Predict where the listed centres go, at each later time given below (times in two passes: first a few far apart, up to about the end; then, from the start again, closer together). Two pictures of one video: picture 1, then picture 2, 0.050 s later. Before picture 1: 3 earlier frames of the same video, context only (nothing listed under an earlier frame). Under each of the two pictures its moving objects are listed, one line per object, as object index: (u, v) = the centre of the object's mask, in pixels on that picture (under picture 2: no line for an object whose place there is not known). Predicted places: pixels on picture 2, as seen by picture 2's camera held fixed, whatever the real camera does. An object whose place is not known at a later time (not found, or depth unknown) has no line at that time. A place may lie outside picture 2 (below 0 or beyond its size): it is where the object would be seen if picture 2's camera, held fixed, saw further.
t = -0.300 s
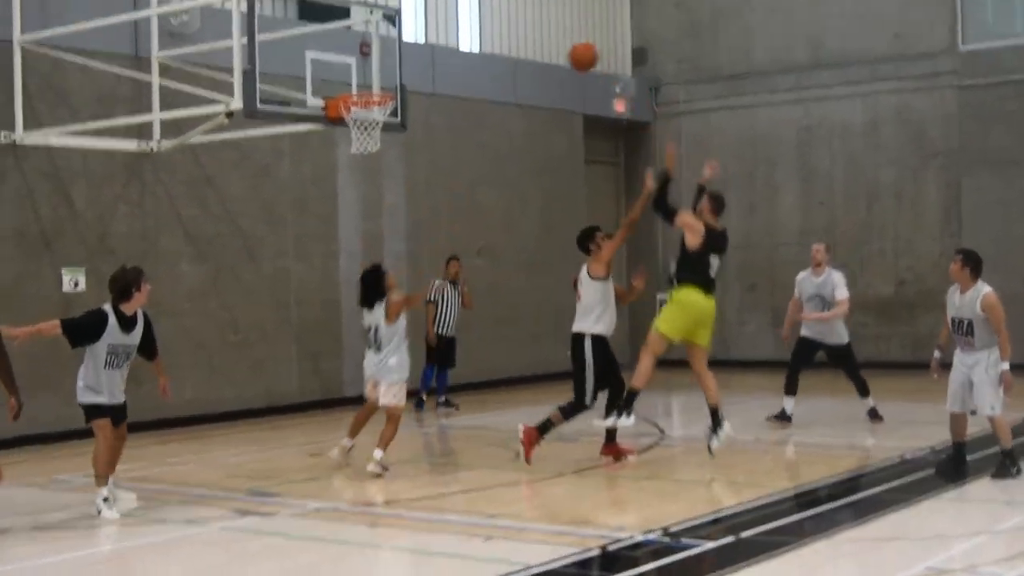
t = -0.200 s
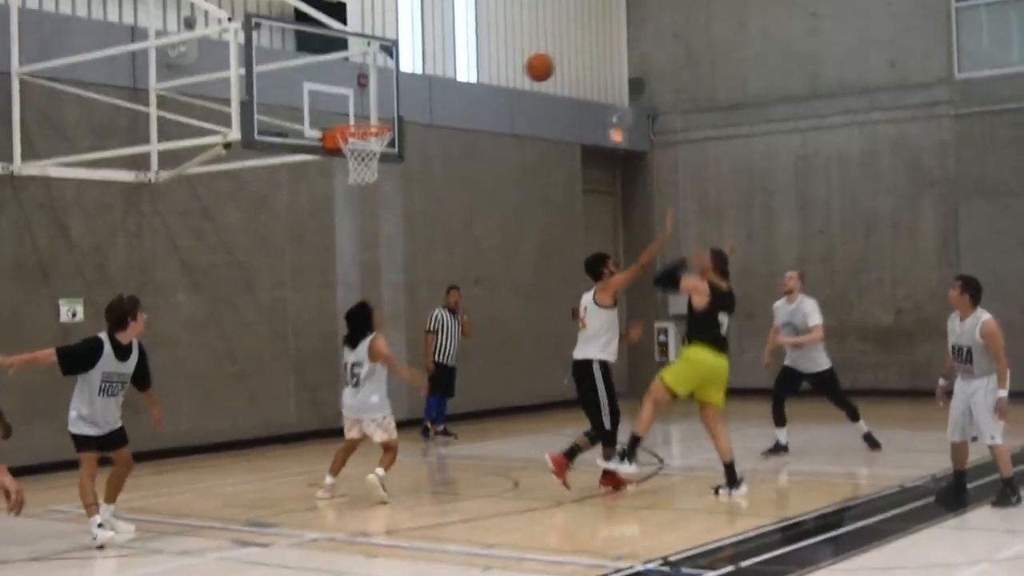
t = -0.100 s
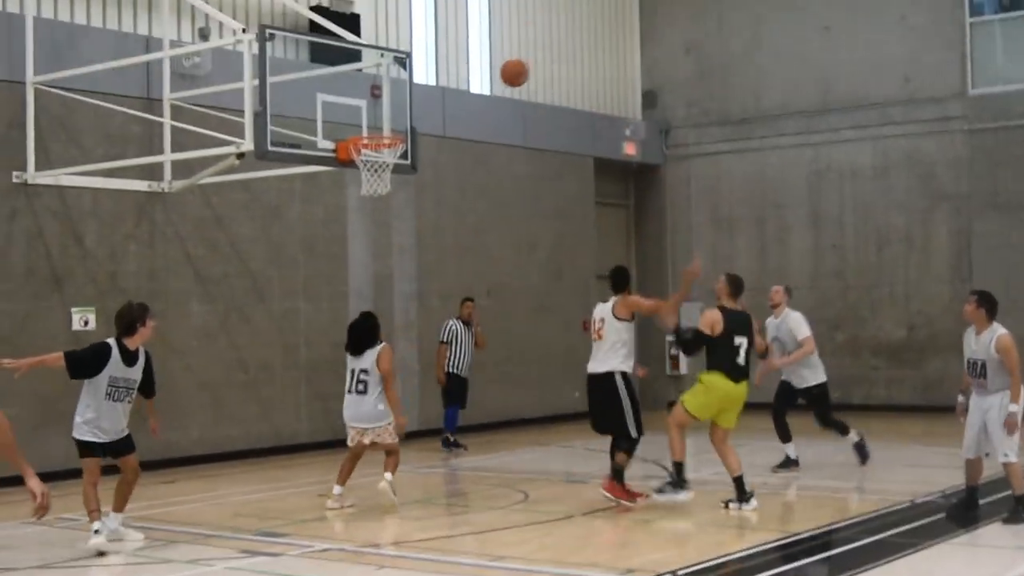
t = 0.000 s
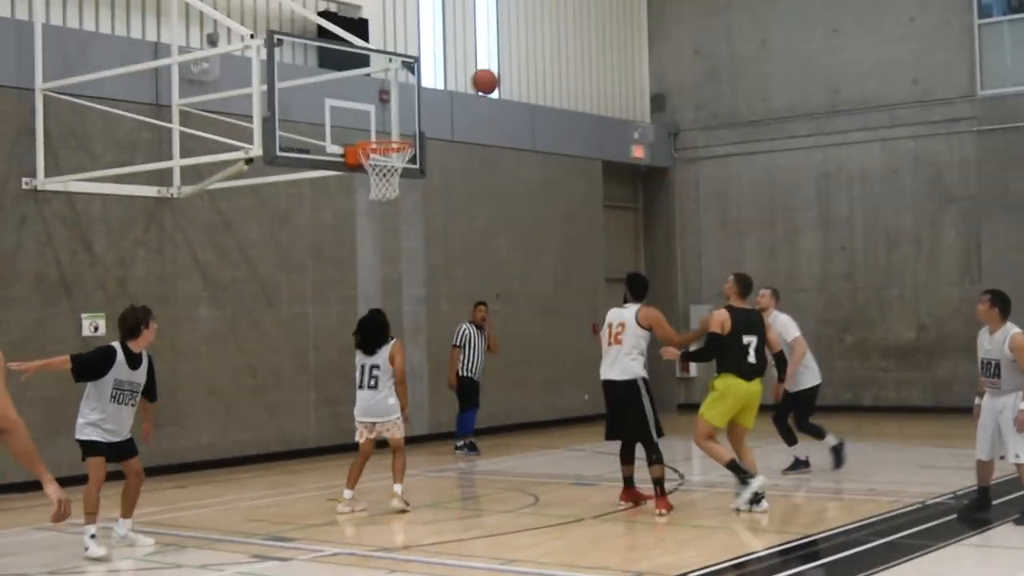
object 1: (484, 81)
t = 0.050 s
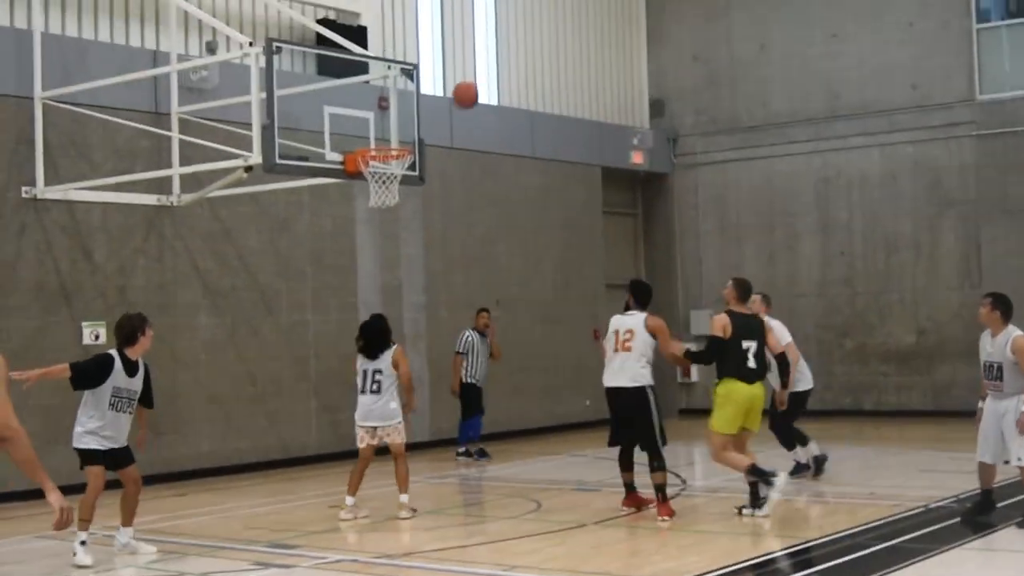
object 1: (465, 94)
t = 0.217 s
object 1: (410, 136)
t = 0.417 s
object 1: (384, 120)
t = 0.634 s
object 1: (386, 125)
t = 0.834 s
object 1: (396, 131)
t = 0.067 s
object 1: (460, 98)
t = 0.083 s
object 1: (454, 101)
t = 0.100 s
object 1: (449, 104)
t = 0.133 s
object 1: (438, 113)
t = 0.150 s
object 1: (432, 116)
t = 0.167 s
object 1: (427, 121)
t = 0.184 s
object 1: (421, 126)
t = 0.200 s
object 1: (415, 131)
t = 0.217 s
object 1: (410, 136)
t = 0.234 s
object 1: (405, 139)
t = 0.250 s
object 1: (403, 137)
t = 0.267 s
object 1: (400, 135)
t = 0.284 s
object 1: (399, 132)
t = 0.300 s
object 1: (397, 130)
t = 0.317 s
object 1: (395, 127)
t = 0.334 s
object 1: (393, 125)
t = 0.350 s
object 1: (391, 124)
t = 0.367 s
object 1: (389, 123)
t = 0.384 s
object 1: (388, 122)
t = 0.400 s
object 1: (386, 120)
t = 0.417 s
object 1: (384, 120)
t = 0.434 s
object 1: (382, 120)
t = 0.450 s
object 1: (380, 120)
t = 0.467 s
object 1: (378, 121)
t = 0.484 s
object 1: (376, 122)
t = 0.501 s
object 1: (376, 122)
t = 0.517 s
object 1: (377, 122)
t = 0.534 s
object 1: (378, 121)
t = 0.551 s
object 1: (379, 122)
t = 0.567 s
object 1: (380, 122)
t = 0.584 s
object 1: (382, 122)
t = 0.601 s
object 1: (383, 123)
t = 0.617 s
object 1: (385, 124)
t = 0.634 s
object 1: (386, 125)
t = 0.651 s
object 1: (388, 128)
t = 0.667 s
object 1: (389, 130)
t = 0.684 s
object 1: (390, 132)
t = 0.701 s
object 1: (392, 135)
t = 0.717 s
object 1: (394, 137)
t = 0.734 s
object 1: (395, 139)
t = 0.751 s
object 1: (395, 138)
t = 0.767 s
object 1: (395, 136)
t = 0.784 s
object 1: (395, 135)
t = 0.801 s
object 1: (396, 133)
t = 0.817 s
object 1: (395, 132)
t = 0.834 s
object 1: (396, 131)
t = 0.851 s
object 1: (396, 130)
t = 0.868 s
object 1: (396, 129)
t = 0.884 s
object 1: (396, 129)
